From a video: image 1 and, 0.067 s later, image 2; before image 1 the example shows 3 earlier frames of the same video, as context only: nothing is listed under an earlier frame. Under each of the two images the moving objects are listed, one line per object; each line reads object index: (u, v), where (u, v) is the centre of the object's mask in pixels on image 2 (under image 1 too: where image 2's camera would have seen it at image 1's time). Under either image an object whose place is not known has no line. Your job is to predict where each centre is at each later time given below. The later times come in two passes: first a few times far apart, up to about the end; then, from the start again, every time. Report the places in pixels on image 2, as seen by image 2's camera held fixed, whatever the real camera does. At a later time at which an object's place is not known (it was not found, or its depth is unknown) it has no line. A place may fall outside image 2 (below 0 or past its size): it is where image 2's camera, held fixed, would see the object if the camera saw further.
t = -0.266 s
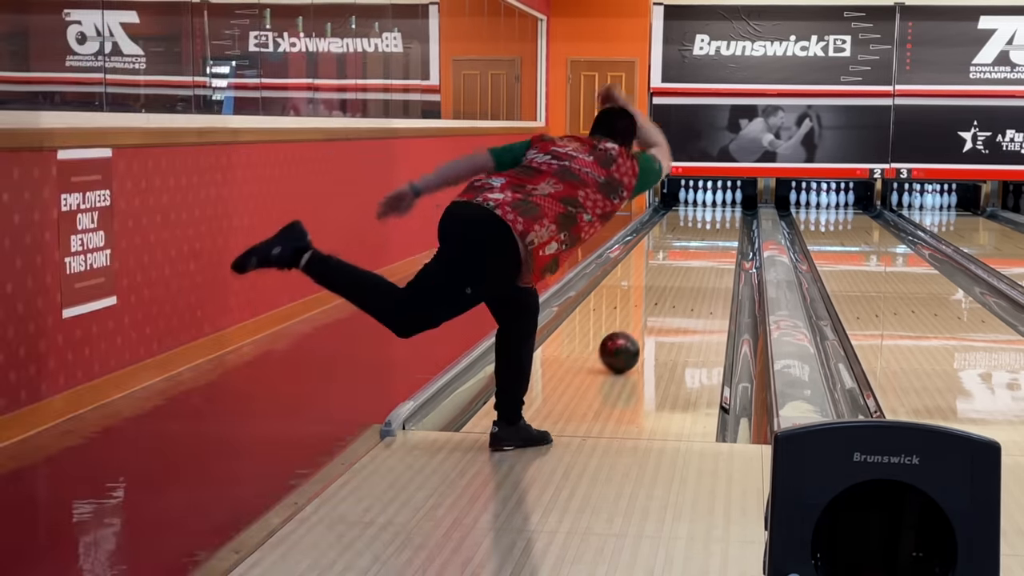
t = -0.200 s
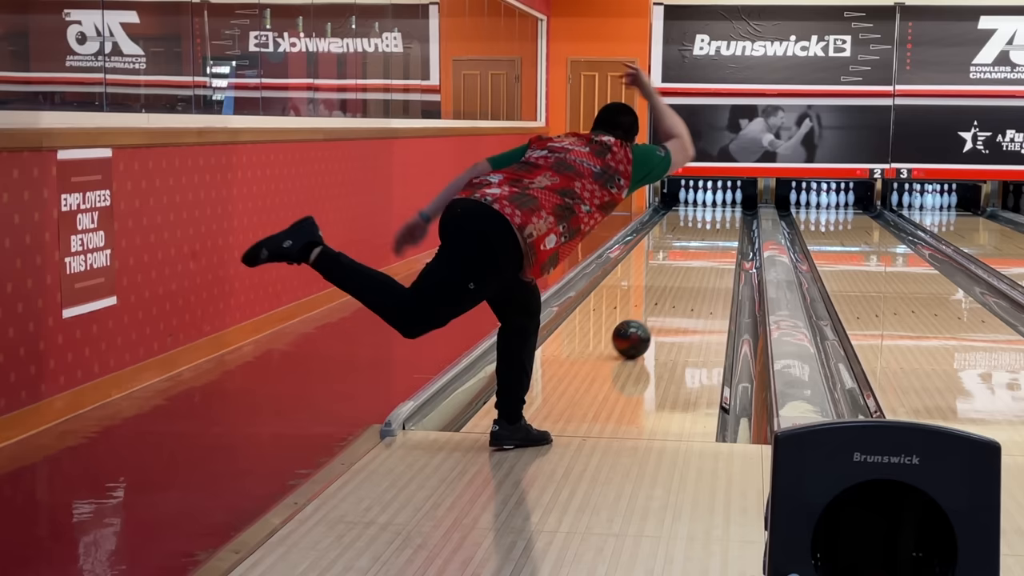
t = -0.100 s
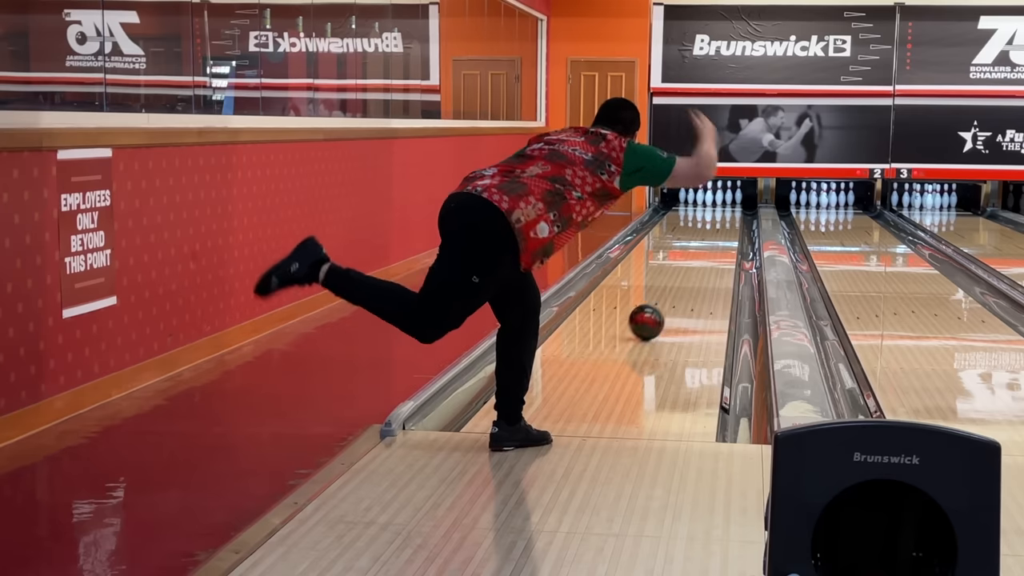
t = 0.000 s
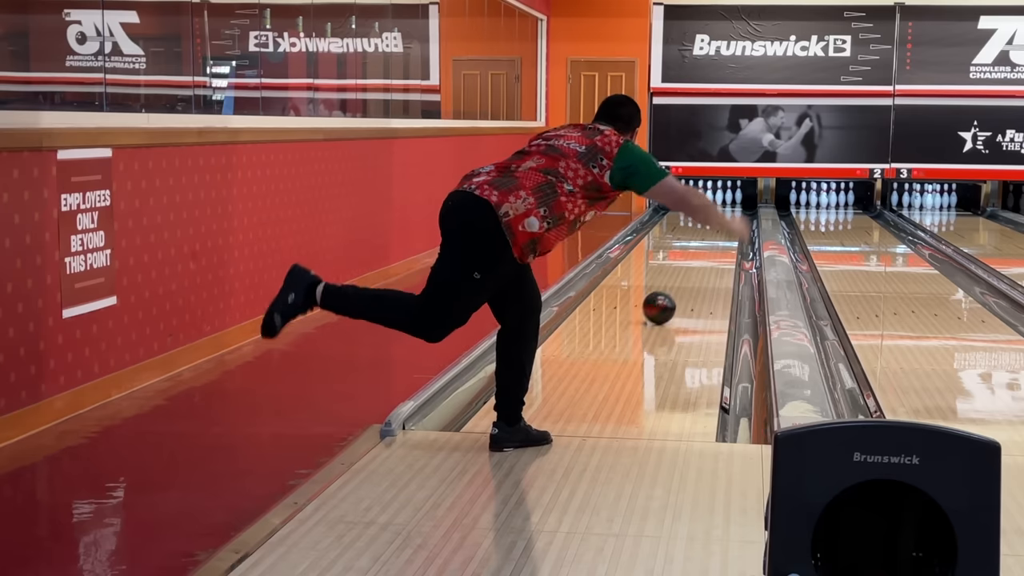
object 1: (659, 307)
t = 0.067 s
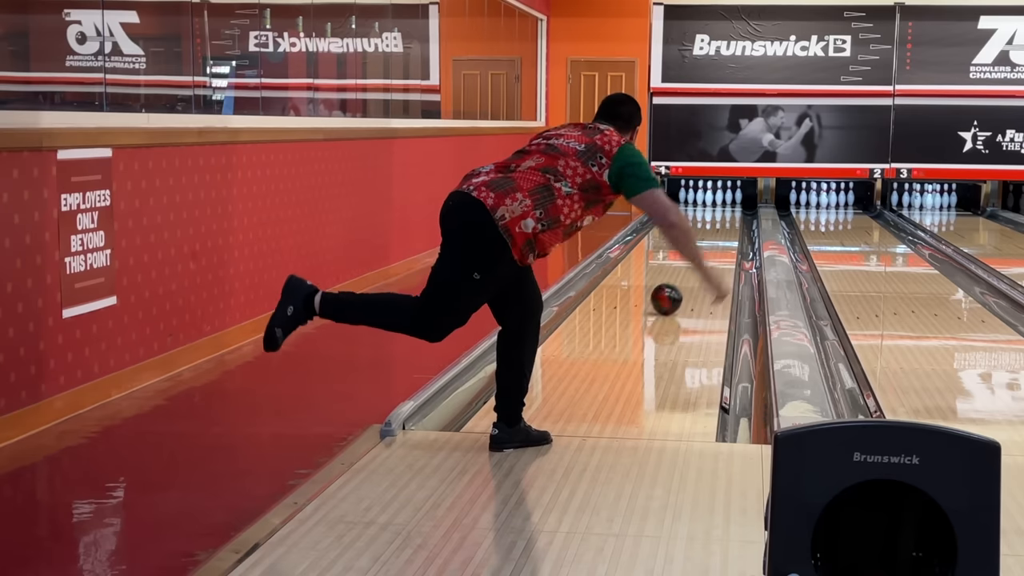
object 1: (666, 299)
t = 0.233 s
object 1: (682, 281)
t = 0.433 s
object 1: (696, 263)
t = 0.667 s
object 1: (709, 248)
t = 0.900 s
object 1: (718, 235)
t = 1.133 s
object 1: (724, 225)
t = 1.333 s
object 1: (728, 218)
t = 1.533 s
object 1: (728, 212)
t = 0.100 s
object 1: (669, 295)
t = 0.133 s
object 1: (679, 289)
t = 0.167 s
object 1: (676, 287)
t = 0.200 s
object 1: (679, 284)
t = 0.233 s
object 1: (682, 281)
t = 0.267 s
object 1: (684, 277)
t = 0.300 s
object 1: (687, 274)
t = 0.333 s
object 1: (689, 271)
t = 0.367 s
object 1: (692, 269)
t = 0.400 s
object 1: (694, 266)
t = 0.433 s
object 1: (696, 263)
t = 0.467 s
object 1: (698, 261)
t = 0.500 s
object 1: (700, 259)
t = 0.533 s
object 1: (702, 256)
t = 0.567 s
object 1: (704, 254)
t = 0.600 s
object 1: (705, 252)
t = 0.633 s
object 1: (707, 250)
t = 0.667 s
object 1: (709, 248)
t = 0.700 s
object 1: (710, 246)
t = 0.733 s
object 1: (711, 244)
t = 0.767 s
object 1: (713, 242)
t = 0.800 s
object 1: (714, 241)
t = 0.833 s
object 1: (715, 239)
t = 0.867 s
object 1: (717, 237)
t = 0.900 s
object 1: (718, 235)
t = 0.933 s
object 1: (719, 234)
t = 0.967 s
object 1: (720, 232)
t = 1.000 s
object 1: (721, 231)
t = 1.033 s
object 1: (722, 229)
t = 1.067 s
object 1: (723, 228)
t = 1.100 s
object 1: (724, 227)
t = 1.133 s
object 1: (724, 225)
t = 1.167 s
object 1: (725, 224)
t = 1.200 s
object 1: (726, 223)
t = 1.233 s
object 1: (726, 222)
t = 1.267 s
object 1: (727, 220)
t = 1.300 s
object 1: (727, 219)
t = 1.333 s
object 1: (728, 218)
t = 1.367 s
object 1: (728, 217)
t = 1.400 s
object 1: (728, 216)
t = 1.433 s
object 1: (728, 215)
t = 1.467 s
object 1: (728, 213)
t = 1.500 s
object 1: (729, 213)
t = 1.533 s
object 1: (728, 212)
